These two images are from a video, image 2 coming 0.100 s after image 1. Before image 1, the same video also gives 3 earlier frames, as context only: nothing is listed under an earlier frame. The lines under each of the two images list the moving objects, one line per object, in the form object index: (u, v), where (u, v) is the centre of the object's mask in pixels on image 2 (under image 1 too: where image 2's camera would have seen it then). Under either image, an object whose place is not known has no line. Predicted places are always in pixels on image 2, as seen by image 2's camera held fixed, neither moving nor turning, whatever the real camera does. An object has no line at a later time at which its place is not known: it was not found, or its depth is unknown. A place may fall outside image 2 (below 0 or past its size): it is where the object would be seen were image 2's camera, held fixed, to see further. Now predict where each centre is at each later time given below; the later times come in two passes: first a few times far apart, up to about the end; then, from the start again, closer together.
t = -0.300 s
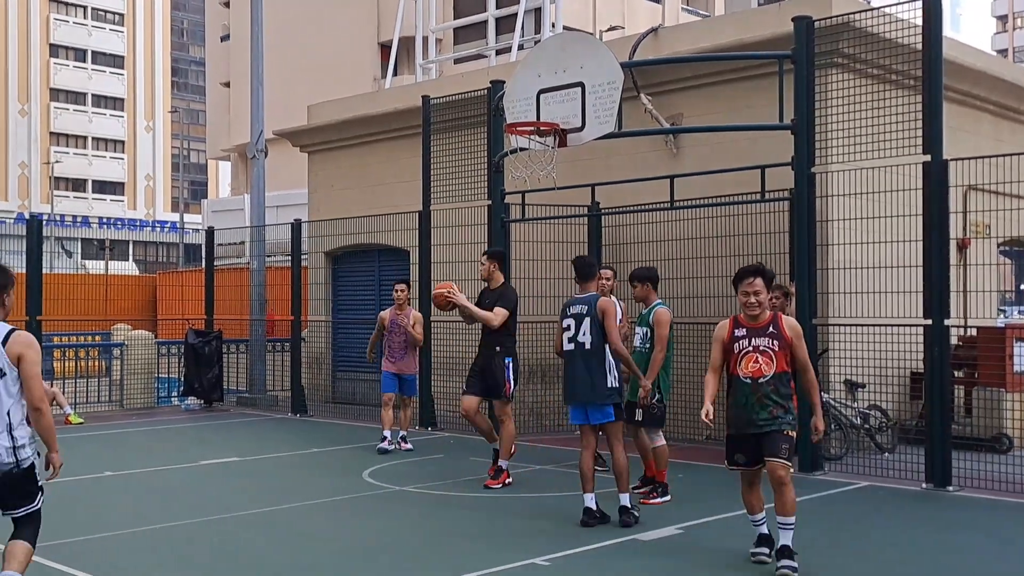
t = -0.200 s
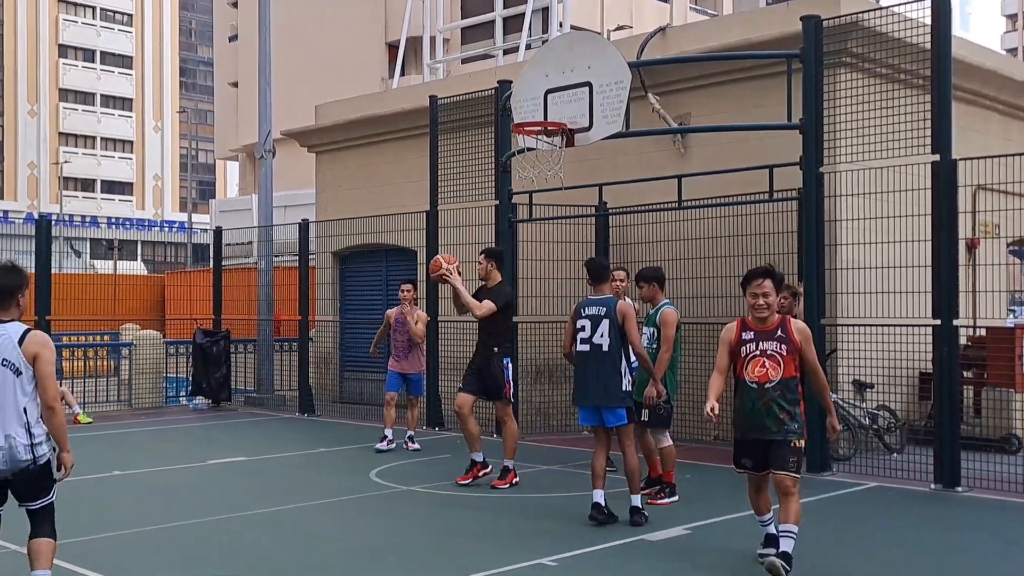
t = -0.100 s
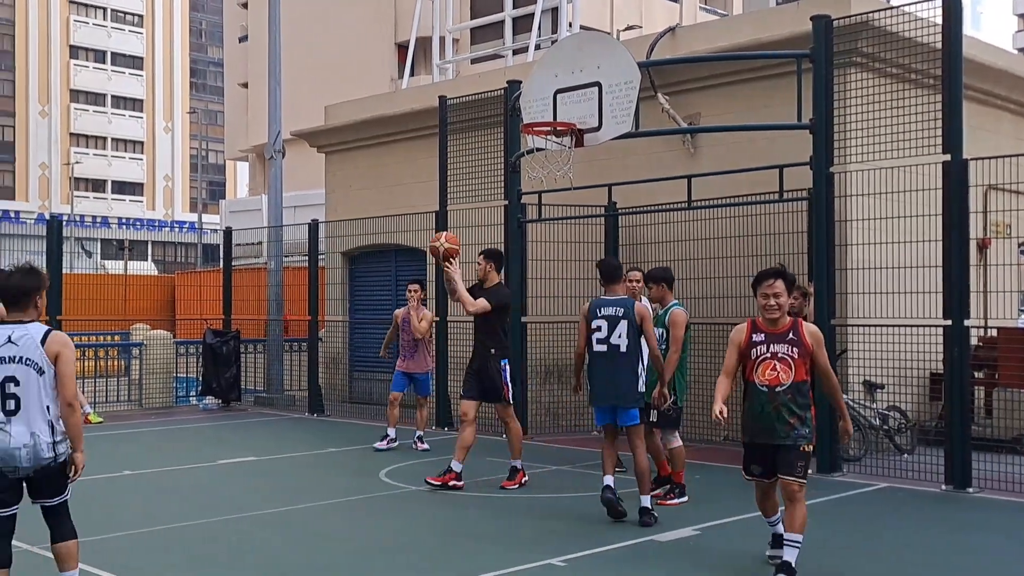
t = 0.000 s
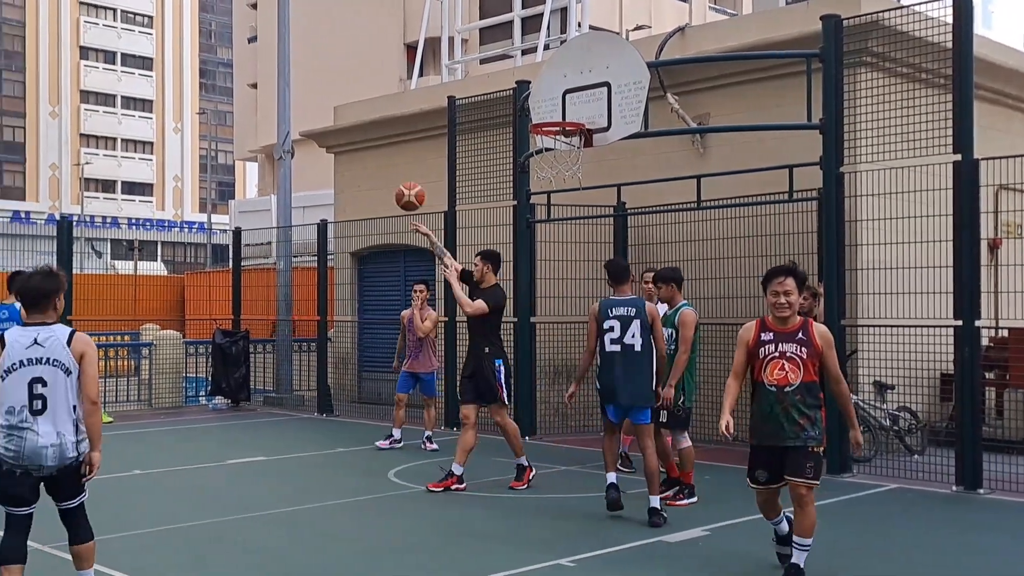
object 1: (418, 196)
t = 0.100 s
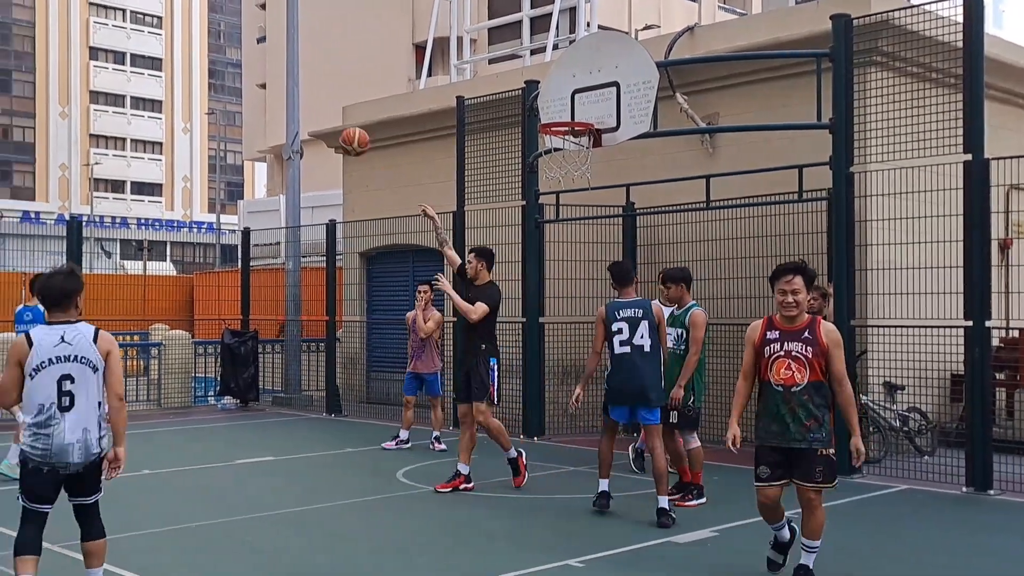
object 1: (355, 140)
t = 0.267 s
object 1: (252, 79)
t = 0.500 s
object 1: (114, 45)
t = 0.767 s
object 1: (-33, 83)
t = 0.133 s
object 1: (334, 126)
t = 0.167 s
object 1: (313, 112)
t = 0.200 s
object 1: (292, 99)
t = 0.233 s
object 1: (271, 88)
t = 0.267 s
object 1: (252, 79)
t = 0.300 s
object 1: (232, 70)
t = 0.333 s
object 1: (212, 62)
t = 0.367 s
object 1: (192, 56)
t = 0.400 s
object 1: (172, 51)
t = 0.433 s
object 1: (153, 48)
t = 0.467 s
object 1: (134, 46)
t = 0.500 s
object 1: (114, 45)
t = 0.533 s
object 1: (95, 46)
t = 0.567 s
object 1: (76, 48)
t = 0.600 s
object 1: (58, 50)
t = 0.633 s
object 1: (39, 55)
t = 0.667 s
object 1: (21, 59)
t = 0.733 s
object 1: (-15, 74)
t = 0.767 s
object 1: (-33, 83)
